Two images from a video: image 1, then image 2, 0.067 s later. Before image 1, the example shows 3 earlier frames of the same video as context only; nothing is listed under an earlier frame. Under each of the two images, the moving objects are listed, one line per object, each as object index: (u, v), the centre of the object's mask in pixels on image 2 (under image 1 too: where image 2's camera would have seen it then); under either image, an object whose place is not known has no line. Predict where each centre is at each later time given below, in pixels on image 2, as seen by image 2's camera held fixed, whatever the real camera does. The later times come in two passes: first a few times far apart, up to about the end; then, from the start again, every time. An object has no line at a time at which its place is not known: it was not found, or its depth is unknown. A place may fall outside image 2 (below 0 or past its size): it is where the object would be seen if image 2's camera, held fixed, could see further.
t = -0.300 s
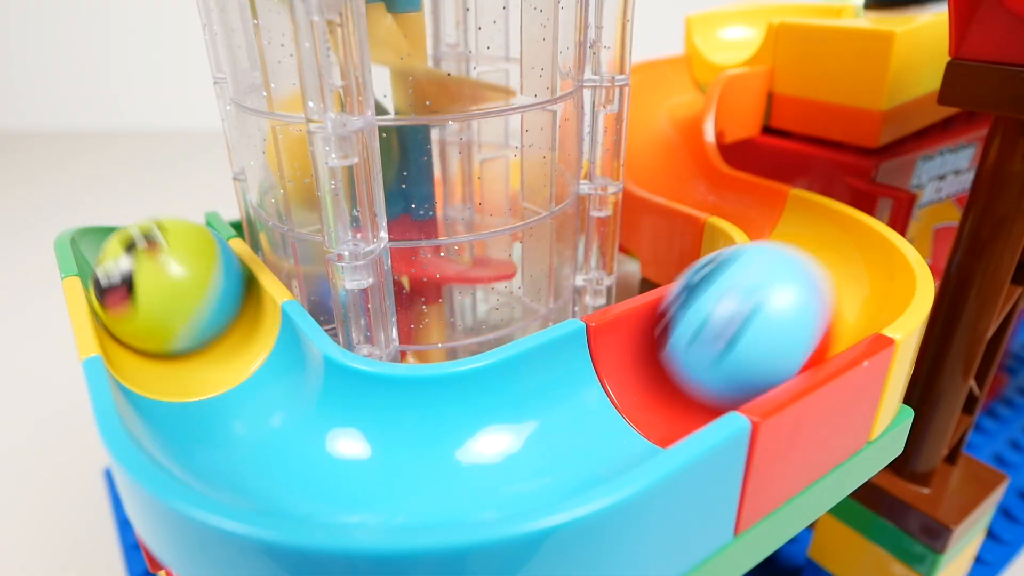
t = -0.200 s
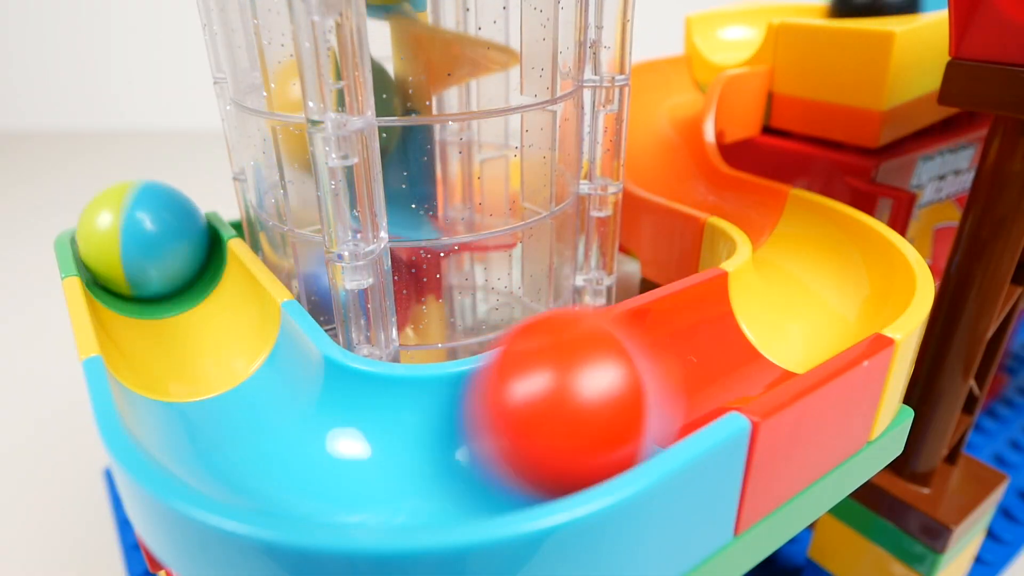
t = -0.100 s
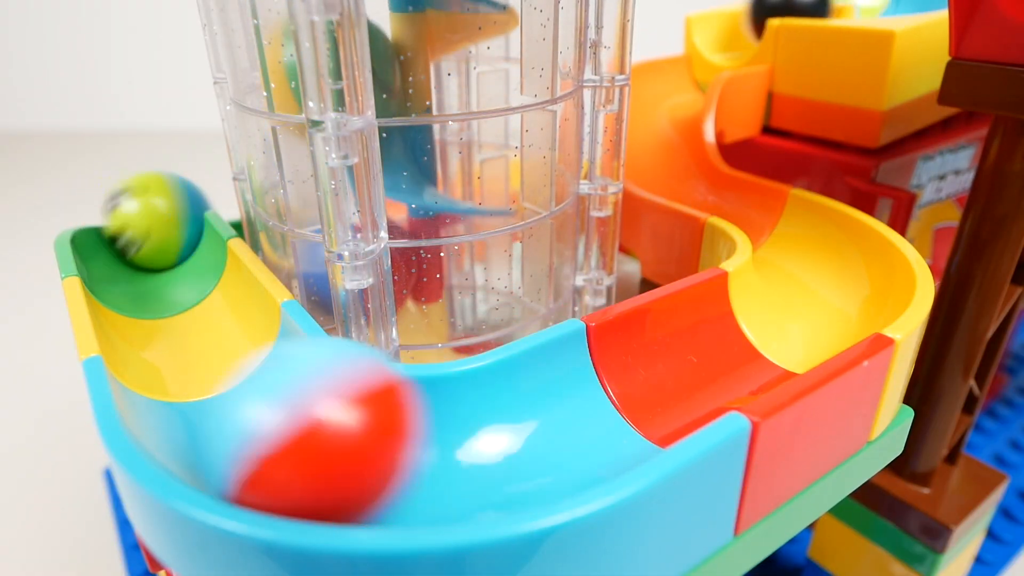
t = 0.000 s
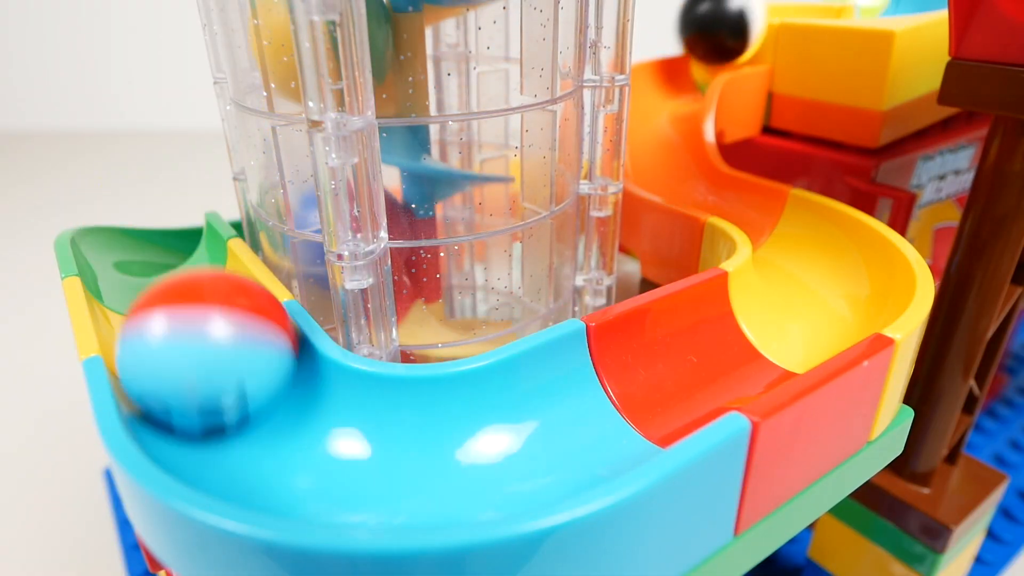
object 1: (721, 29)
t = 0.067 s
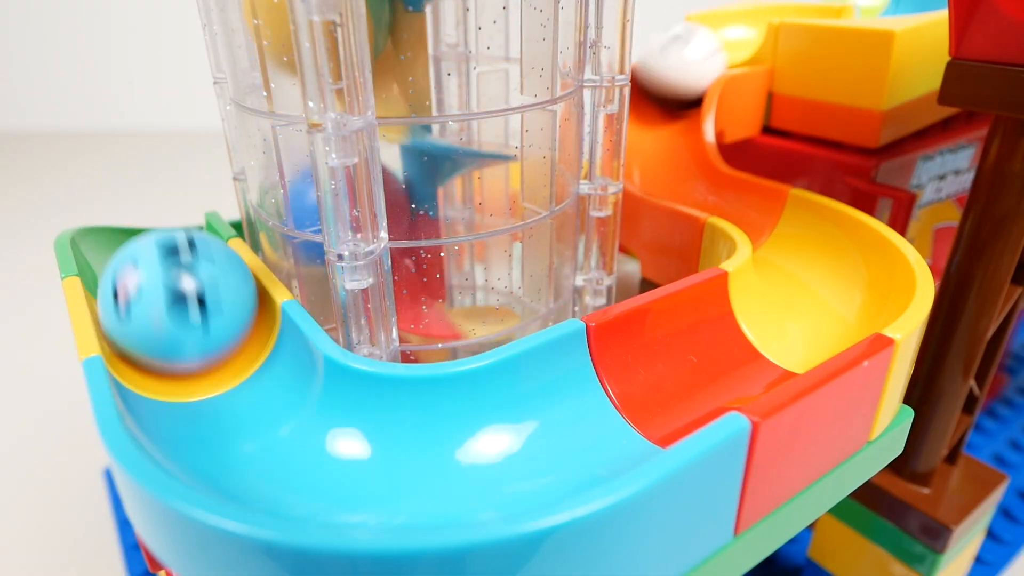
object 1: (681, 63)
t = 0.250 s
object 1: (785, 209)
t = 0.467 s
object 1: (640, 369)
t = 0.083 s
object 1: (671, 72)
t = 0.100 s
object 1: (665, 81)
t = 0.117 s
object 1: (663, 91)
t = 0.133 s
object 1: (660, 106)
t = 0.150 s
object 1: (658, 129)
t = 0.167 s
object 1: (662, 146)
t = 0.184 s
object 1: (672, 160)
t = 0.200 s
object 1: (694, 174)
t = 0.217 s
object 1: (716, 180)
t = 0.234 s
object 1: (754, 193)
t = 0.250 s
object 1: (785, 209)
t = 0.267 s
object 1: (807, 224)
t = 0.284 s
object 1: (825, 238)
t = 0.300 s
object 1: (834, 254)
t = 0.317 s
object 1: (838, 266)
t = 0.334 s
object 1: (833, 277)
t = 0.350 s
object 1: (820, 287)
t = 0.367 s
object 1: (807, 295)
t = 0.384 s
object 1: (782, 304)
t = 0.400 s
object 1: (754, 315)
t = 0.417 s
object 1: (726, 331)
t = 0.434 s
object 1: (699, 343)
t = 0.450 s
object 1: (673, 353)
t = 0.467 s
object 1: (640, 369)
